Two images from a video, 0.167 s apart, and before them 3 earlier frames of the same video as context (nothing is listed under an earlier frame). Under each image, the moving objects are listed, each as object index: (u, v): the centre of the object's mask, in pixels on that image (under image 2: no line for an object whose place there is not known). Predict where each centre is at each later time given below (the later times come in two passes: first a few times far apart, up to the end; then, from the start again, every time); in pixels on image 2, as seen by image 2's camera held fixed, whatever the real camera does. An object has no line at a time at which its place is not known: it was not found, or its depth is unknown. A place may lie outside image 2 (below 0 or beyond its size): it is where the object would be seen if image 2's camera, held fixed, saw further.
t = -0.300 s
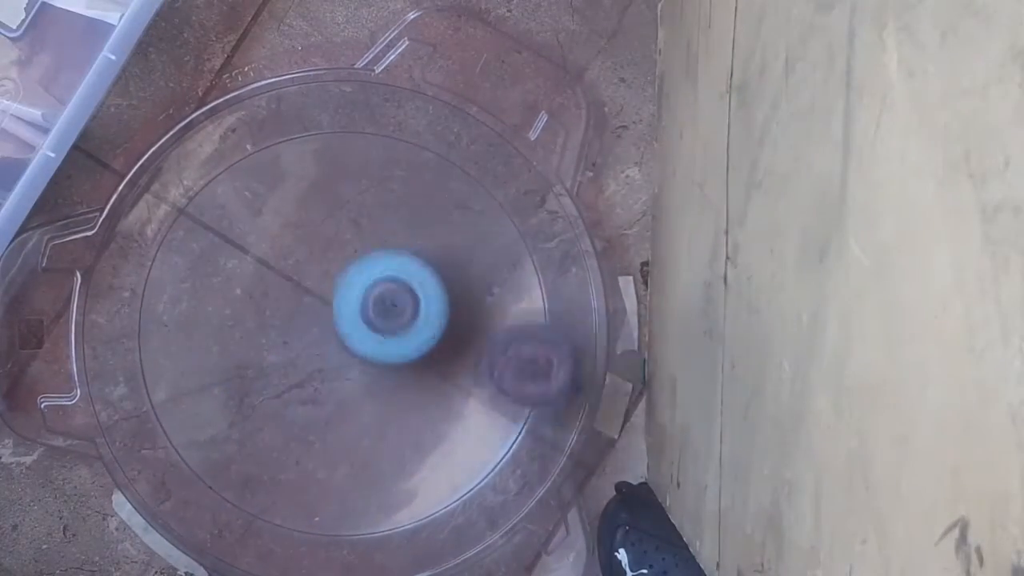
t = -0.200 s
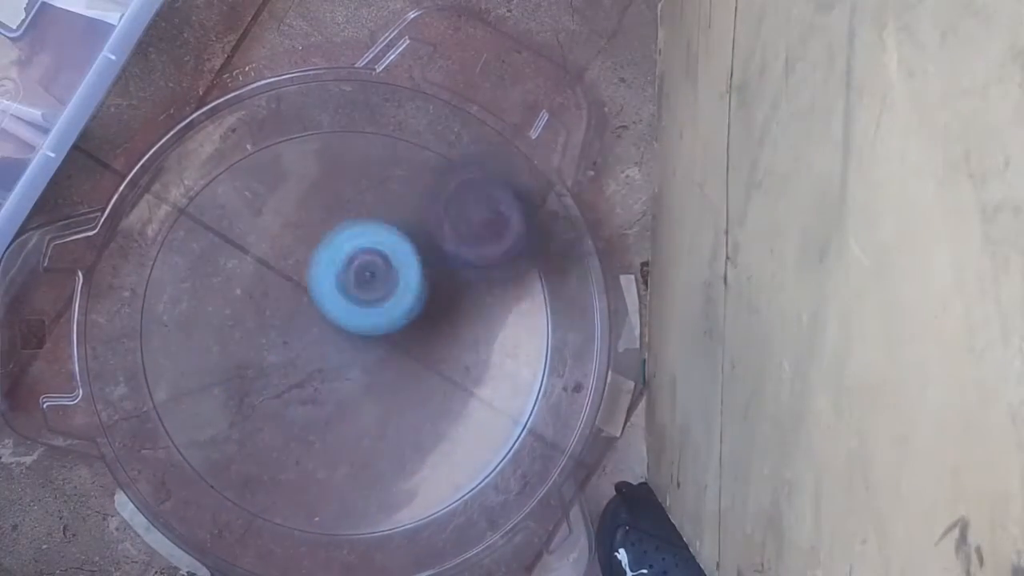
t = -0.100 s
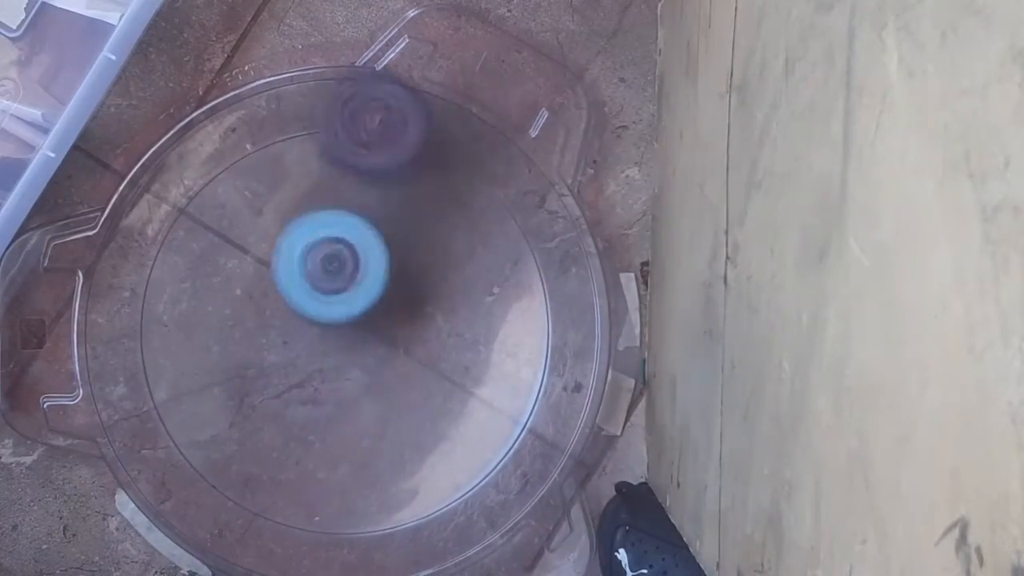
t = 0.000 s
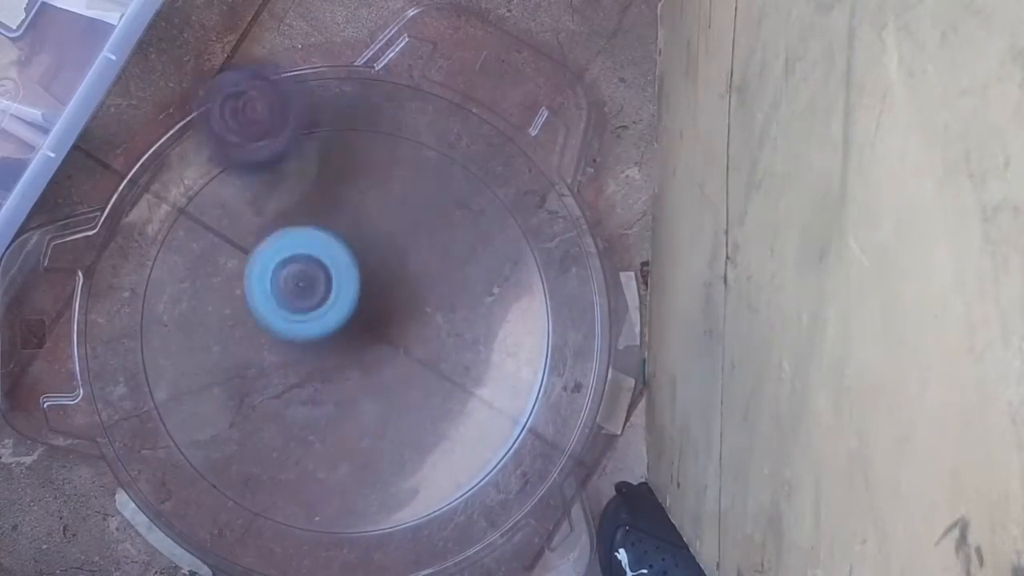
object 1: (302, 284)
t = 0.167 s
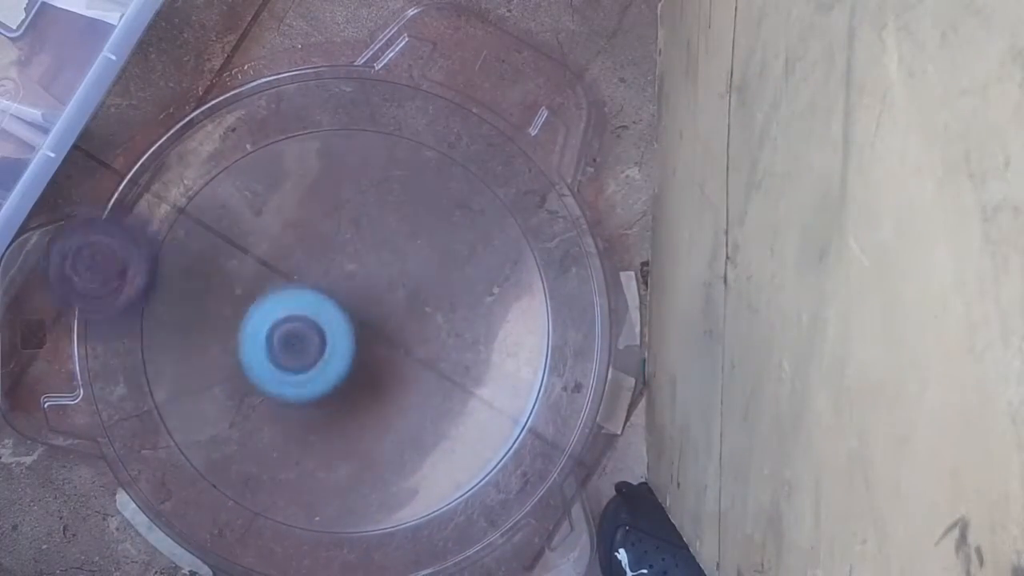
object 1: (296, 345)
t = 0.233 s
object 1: (310, 363)
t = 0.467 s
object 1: (376, 357)
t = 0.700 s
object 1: (367, 292)
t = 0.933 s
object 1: (299, 311)
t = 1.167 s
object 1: (315, 379)
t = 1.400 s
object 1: (384, 361)
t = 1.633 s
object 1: (357, 293)
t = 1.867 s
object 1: (293, 305)
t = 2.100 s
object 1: (316, 367)
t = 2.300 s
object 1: (370, 357)
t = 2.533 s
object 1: (383, 297)
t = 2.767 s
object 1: (325, 273)
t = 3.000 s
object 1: (281, 329)
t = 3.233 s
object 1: (327, 407)
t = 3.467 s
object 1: (434, 510)
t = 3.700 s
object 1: (480, 415)
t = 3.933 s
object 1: (382, 289)
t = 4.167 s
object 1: (275, 298)
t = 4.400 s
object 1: (274, 347)
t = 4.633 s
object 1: (289, 364)
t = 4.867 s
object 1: (307, 390)
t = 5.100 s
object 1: (346, 372)
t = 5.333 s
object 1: (349, 370)
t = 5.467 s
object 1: (339, 369)
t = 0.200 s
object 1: (304, 353)
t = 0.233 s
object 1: (310, 363)
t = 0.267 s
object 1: (320, 371)
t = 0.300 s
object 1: (331, 375)
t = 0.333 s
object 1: (340, 376)
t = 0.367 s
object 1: (348, 379)
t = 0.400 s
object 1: (360, 374)
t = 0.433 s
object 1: (370, 364)
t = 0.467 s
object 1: (376, 357)
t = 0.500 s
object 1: (384, 348)
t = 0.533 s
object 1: (389, 334)
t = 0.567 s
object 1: (386, 322)
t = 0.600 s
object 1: (387, 314)
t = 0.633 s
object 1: (383, 302)
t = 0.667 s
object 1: (373, 294)
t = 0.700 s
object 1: (367, 292)
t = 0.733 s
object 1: (356, 285)
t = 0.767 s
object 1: (343, 283)
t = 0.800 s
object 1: (334, 287)
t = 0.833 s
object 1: (324, 287)
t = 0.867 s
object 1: (313, 293)
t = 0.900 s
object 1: (305, 304)
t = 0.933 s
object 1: (299, 311)
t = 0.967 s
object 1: (292, 323)
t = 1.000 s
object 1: (290, 336)
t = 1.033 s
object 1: (292, 344)
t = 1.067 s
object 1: (293, 356)
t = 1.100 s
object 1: (300, 367)
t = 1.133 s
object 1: (310, 372)
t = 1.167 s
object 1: (315, 379)
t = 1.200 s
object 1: (328, 384)
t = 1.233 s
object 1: (340, 382)
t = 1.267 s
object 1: (348, 385)
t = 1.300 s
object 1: (361, 381)
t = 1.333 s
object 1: (369, 373)
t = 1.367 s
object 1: (377, 370)
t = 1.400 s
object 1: (384, 361)
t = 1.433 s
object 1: (384, 350)
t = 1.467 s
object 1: (387, 342)
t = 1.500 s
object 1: (385, 328)
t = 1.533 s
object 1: (379, 317)
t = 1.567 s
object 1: (376, 307)
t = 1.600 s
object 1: (367, 297)
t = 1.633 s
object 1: (357, 293)
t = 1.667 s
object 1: (349, 286)
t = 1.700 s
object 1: (336, 283)
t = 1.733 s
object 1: (329, 285)
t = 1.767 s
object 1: (318, 286)
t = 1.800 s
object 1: (307, 292)
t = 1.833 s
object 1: (302, 297)
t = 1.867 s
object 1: (293, 305)
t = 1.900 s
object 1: (289, 317)
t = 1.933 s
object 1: (288, 325)
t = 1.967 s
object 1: (288, 337)
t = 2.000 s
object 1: (294, 348)
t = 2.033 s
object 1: (298, 356)
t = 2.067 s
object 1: (306, 366)
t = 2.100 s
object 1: (316, 367)
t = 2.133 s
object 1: (323, 374)
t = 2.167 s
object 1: (336, 374)
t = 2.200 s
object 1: (341, 372)
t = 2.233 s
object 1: (353, 369)
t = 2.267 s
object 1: (362, 361)
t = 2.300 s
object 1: (370, 357)
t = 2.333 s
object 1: (379, 348)
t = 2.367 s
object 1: (380, 340)
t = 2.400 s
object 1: (387, 332)
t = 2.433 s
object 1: (387, 321)
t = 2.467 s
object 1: (389, 315)
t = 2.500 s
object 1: (388, 302)
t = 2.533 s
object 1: (383, 297)
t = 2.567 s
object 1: (380, 286)
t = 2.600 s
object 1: (371, 282)
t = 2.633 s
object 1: (367, 275)
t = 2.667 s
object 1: (356, 270)
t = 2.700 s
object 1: (350, 270)
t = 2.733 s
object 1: (336, 268)
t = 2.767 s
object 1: (325, 273)
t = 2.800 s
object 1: (316, 273)
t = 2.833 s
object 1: (304, 280)
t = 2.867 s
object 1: (298, 284)
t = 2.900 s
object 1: (288, 294)
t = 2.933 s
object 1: (286, 303)
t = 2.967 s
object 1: (281, 316)
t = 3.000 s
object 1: (281, 329)
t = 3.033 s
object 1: (280, 341)
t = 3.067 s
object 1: (283, 353)
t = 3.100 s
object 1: (287, 369)
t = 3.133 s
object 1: (296, 383)
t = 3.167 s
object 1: (304, 393)
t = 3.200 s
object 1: (316, 402)
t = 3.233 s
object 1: (327, 407)
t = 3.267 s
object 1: (339, 413)
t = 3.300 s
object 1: (350, 413)
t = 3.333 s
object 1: (361, 418)
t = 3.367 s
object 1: (379, 452)
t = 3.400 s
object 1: (409, 475)
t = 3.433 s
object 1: (425, 507)
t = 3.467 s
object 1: (434, 510)
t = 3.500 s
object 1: (442, 503)
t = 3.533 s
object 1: (459, 500)
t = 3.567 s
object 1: (464, 497)
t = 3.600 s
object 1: (466, 481)
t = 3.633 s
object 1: (468, 457)
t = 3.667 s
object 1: (477, 436)
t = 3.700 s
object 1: (480, 415)
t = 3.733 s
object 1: (473, 393)
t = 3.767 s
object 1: (470, 368)
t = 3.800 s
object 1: (465, 350)
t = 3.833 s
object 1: (449, 330)
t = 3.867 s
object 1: (436, 313)
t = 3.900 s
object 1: (412, 305)
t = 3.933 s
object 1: (382, 289)
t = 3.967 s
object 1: (365, 275)
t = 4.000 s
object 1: (351, 277)
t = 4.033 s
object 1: (330, 288)
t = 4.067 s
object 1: (305, 296)
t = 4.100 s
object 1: (285, 294)
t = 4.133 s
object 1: (276, 293)
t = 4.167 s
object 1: (275, 298)
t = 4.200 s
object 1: (274, 304)
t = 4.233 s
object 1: (272, 309)
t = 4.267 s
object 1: (270, 316)
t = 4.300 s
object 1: (270, 320)
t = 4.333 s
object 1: (274, 325)
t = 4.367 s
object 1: (274, 338)
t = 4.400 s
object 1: (274, 347)
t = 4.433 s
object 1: (272, 355)
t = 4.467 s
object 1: (269, 356)
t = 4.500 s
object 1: (269, 356)
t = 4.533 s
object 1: (272, 356)
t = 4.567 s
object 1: (277, 357)
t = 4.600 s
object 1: (282, 359)
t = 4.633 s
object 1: (289, 364)
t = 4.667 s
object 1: (293, 371)
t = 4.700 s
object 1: (296, 376)
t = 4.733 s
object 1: (297, 379)
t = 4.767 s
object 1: (299, 382)
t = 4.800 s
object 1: (302, 383)
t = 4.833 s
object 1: (305, 388)
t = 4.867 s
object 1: (307, 390)
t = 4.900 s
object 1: (310, 392)
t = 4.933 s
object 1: (313, 391)
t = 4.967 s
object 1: (316, 391)
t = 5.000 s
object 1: (320, 388)
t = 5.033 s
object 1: (325, 383)
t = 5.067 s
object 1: (335, 377)
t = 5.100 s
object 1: (346, 372)
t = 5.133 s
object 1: (352, 370)
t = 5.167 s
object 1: (354, 369)
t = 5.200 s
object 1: (354, 368)
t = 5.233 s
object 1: (354, 370)
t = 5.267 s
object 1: (353, 373)
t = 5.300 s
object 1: (351, 371)
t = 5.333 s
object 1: (349, 370)
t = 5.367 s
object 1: (347, 370)
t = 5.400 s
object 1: (344, 370)
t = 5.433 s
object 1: (341, 369)
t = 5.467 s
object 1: (339, 369)
